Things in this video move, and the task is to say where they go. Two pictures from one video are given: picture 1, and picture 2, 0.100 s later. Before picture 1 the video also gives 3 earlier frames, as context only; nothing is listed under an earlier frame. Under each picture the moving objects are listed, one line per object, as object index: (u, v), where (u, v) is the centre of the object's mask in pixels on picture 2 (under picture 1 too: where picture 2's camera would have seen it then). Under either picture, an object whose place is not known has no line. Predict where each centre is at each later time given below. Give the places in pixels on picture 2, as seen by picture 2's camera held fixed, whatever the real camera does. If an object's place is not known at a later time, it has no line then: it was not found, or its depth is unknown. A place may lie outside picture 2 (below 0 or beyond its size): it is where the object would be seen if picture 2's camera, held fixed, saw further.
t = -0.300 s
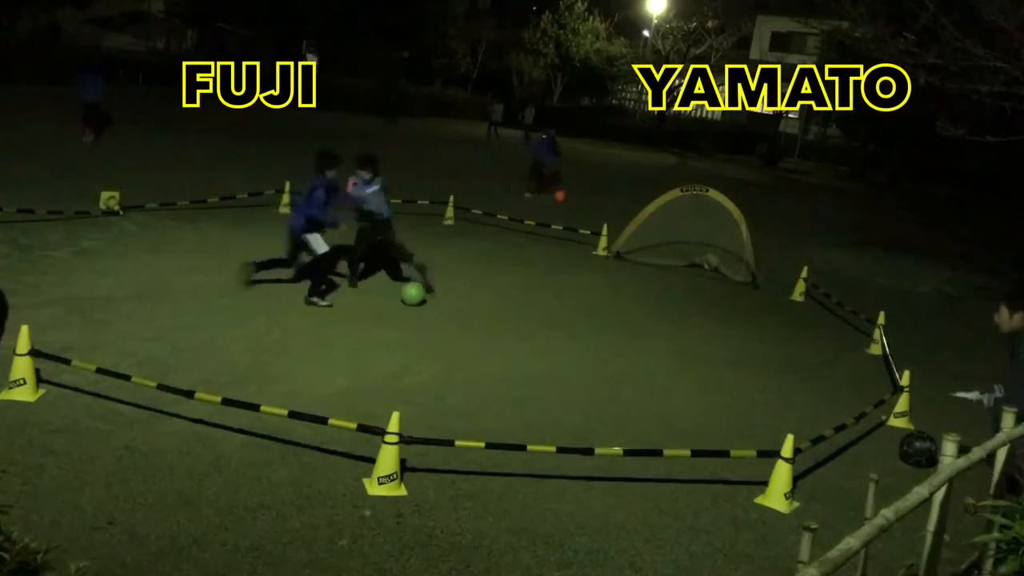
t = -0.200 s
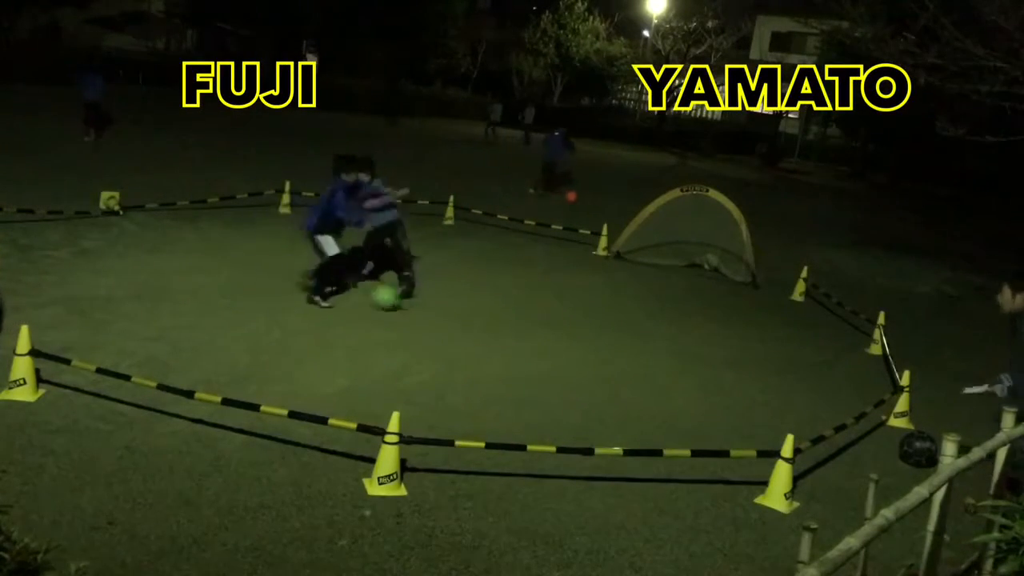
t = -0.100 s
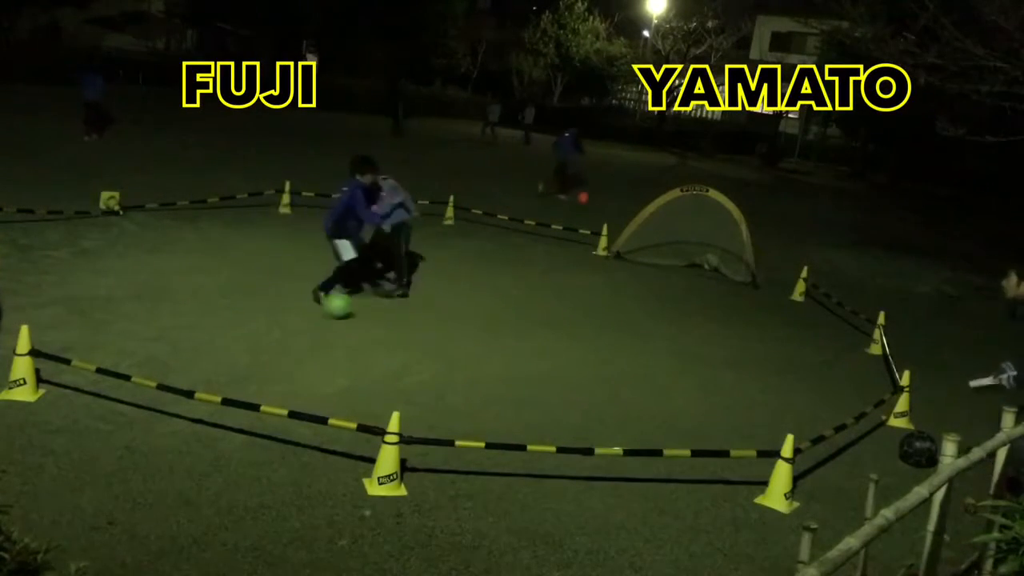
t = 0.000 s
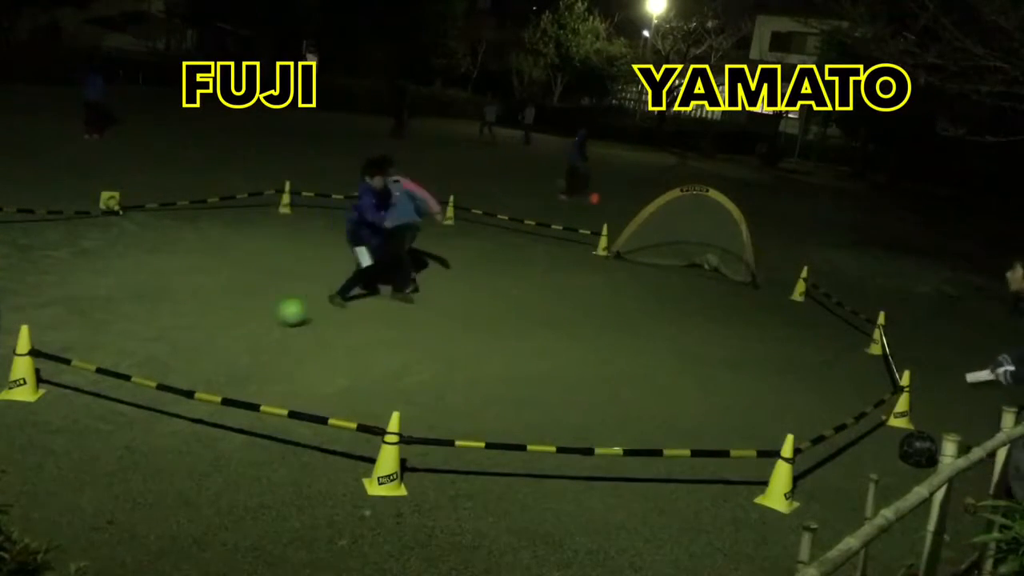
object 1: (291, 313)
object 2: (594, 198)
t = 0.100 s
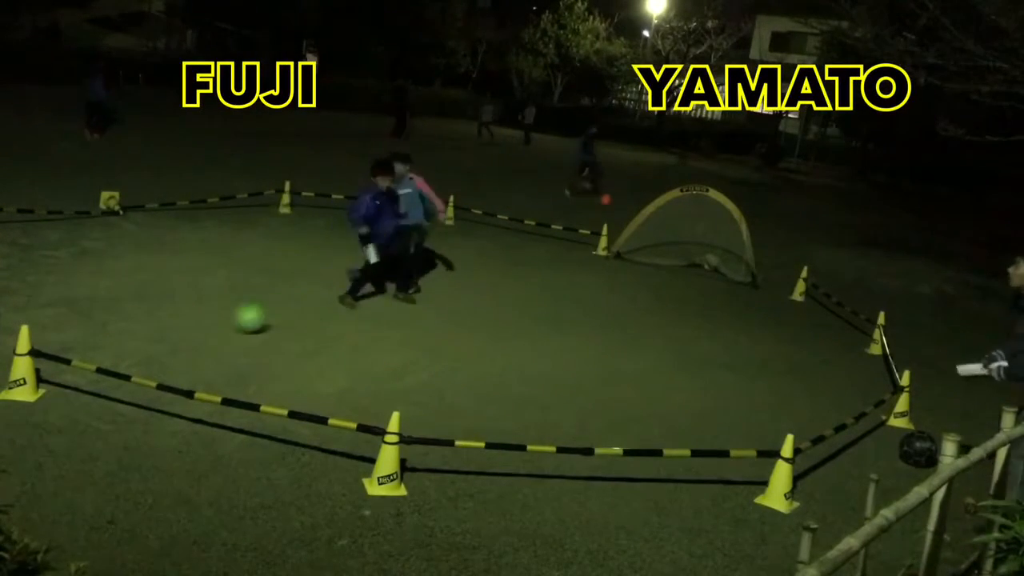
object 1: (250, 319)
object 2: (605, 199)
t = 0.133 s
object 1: (236, 322)
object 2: (609, 199)
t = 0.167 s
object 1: (224, 322)
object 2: (613, 199)
